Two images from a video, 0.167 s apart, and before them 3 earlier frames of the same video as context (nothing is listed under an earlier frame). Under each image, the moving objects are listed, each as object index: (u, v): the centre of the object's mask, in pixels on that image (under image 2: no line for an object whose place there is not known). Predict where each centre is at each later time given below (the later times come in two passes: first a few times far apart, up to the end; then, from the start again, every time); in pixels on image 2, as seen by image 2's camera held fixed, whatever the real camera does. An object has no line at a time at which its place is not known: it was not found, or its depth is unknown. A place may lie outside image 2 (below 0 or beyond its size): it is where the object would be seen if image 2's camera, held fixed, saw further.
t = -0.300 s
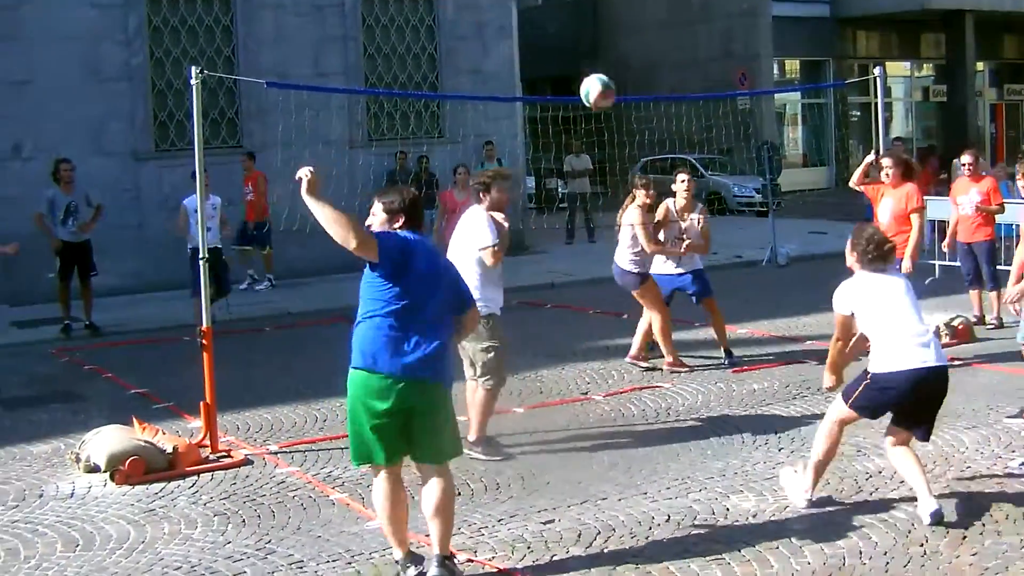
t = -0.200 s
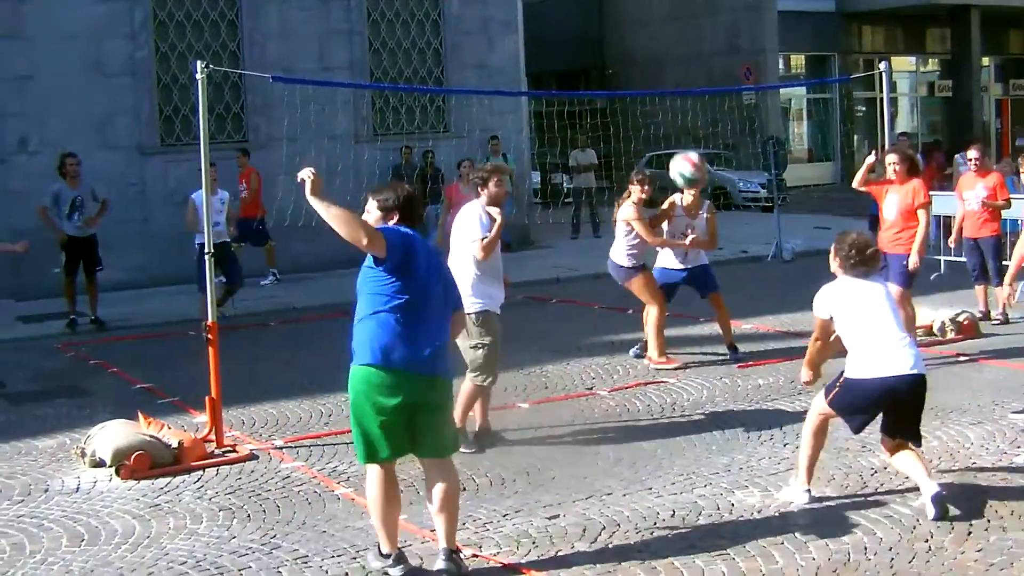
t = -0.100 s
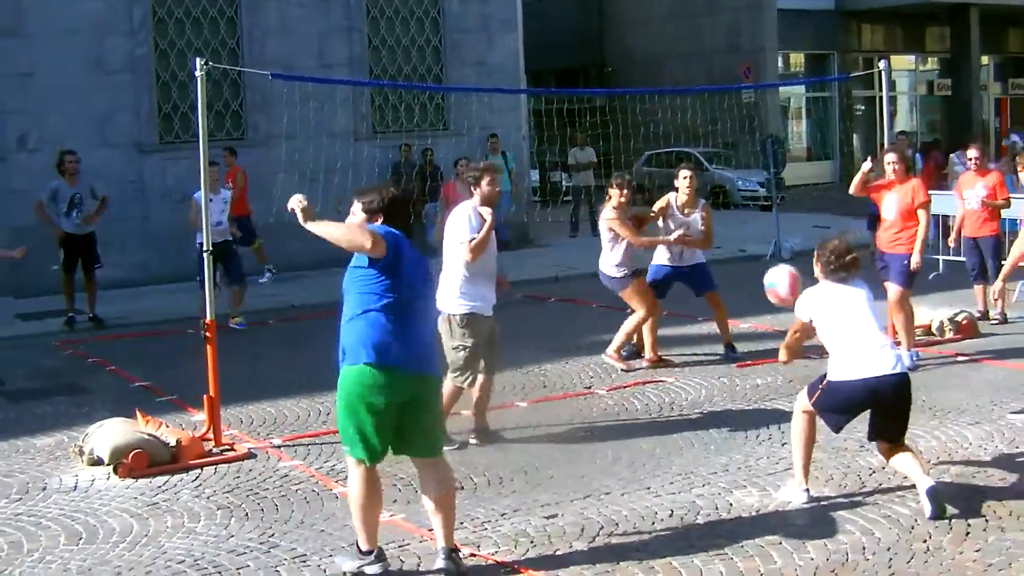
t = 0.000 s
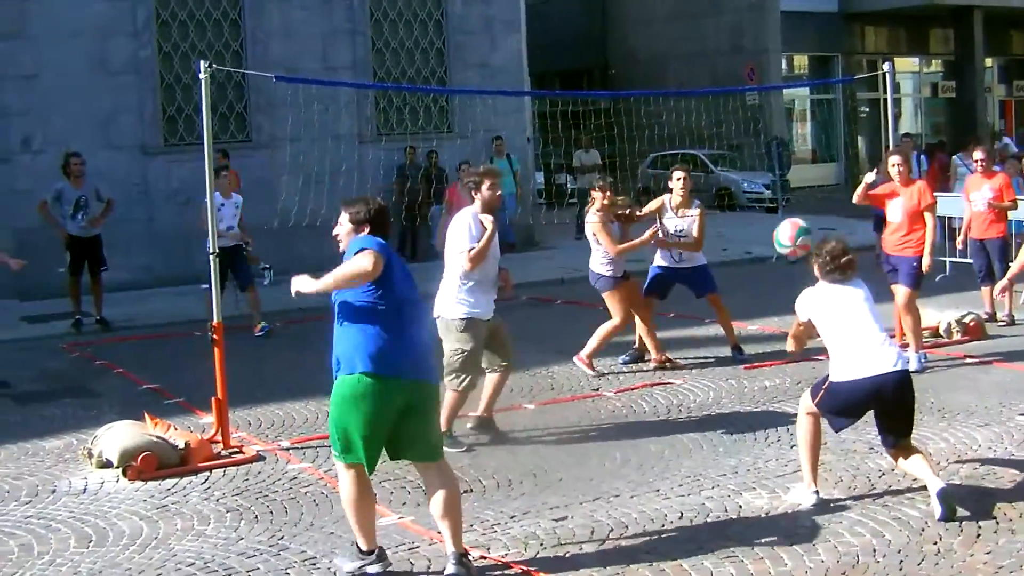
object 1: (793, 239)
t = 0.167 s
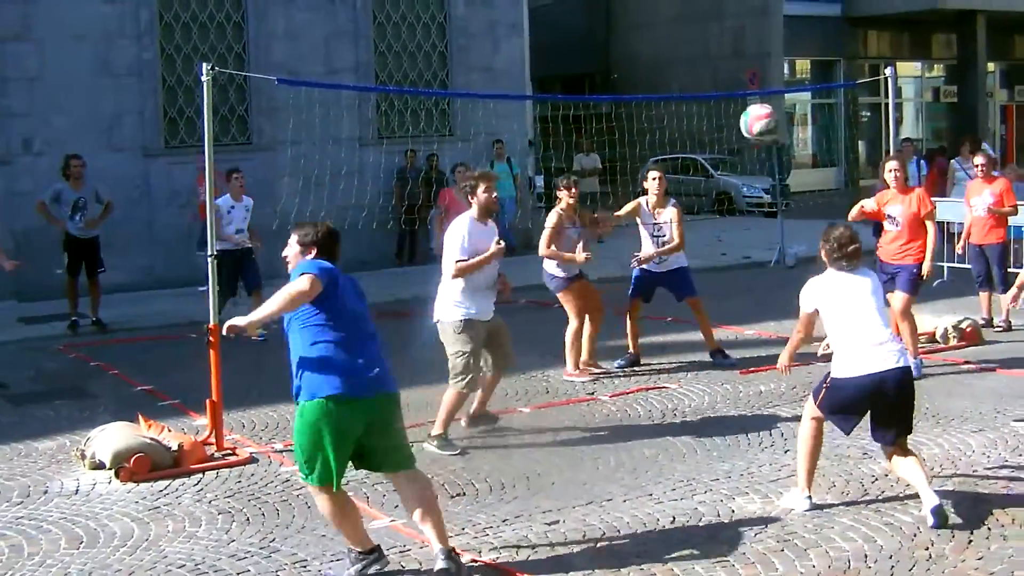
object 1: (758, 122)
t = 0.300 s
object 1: (736, 64)
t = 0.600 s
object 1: (690, 47)
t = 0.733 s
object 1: (673, 90)
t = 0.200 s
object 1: (752, 104)
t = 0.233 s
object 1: (746, 89)
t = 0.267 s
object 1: (741, 75)
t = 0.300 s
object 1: (736, 64)
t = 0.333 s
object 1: (731, 55)
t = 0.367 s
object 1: (724, 48)
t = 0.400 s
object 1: (719, 41)
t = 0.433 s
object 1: (714, 37)
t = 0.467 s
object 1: (708, 36)
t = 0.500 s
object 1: (703, 35)
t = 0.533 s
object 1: (699, 37)
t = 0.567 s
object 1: (694, 41)
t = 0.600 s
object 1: (690, 47)
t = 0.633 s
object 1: (685, 55)
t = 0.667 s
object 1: (681, 66)
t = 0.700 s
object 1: (677, 76)
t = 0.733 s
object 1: (673, 90)
